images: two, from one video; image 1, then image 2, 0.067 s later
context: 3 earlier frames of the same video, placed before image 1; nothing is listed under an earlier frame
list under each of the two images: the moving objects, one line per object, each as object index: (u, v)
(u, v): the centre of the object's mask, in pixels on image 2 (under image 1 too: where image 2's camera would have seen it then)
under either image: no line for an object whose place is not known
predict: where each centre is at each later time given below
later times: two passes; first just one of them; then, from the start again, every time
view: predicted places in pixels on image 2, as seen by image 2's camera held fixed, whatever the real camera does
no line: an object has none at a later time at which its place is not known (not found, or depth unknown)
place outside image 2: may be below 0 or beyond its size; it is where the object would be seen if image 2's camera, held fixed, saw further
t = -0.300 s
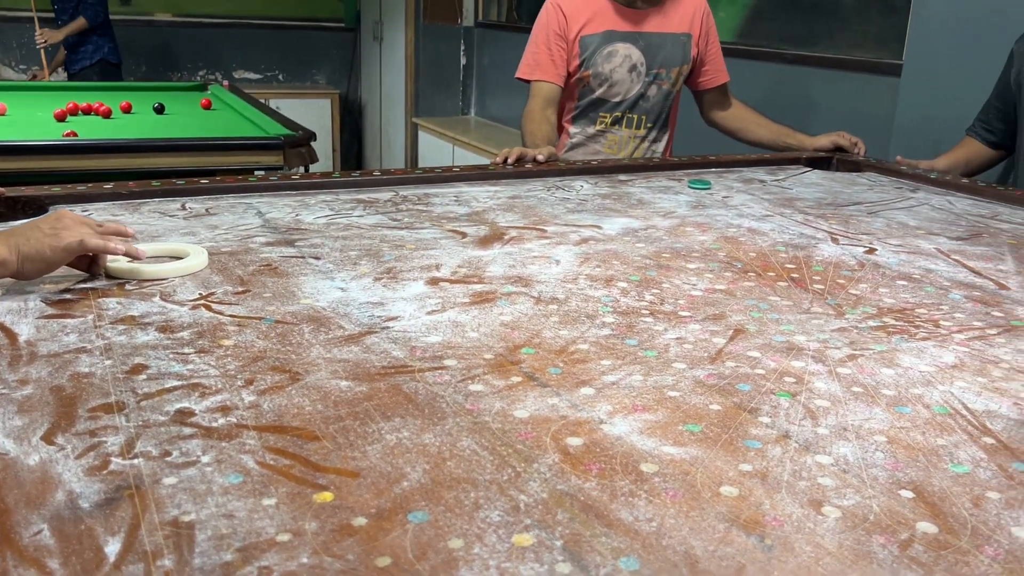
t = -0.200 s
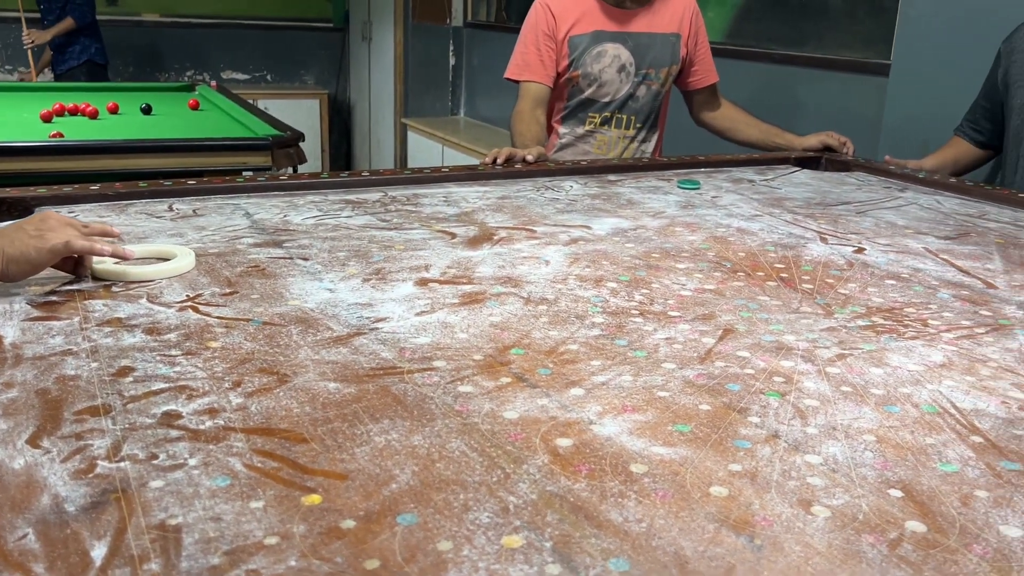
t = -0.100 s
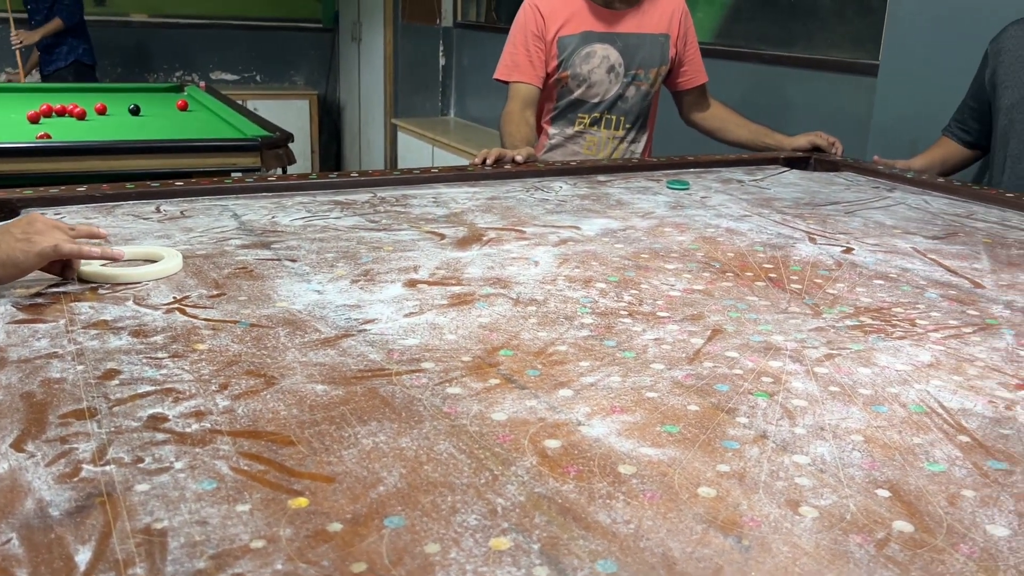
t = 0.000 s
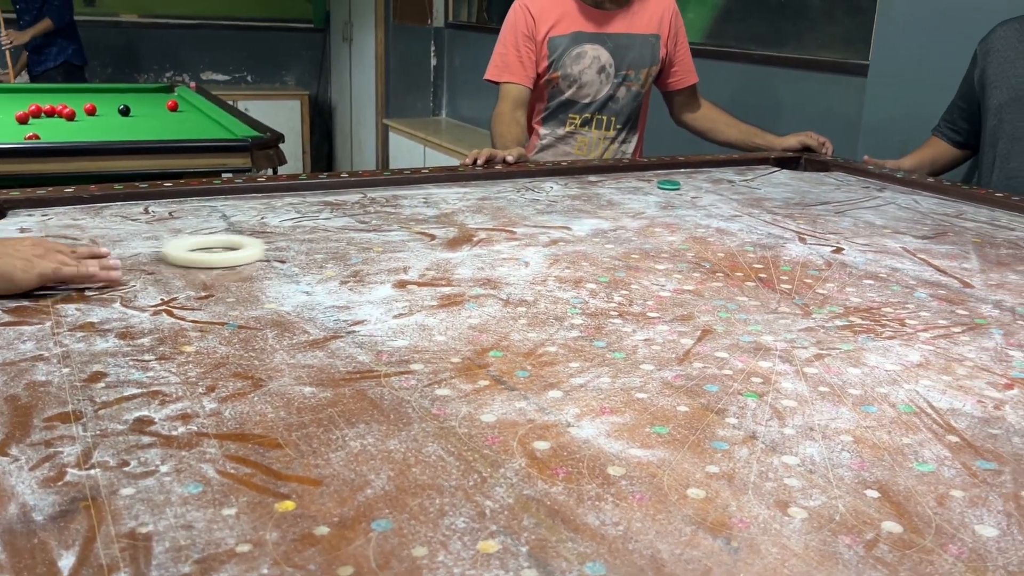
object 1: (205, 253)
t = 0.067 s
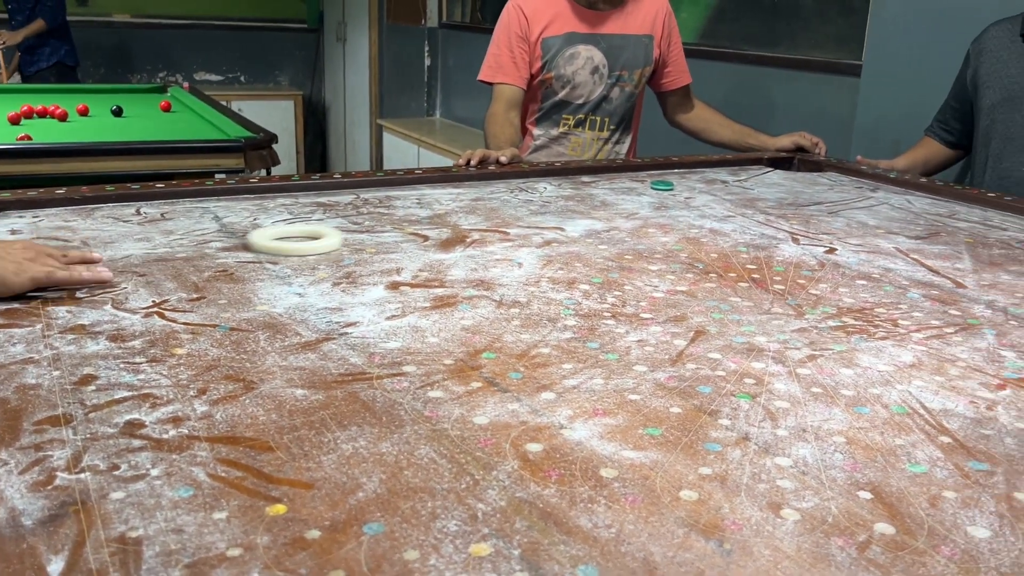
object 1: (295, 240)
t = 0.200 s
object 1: (441, 220)
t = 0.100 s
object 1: (335, 234)
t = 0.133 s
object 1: (374, 229)
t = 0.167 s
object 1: (409, 224)
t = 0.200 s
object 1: (441, 220)
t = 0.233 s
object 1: (472, 215)
